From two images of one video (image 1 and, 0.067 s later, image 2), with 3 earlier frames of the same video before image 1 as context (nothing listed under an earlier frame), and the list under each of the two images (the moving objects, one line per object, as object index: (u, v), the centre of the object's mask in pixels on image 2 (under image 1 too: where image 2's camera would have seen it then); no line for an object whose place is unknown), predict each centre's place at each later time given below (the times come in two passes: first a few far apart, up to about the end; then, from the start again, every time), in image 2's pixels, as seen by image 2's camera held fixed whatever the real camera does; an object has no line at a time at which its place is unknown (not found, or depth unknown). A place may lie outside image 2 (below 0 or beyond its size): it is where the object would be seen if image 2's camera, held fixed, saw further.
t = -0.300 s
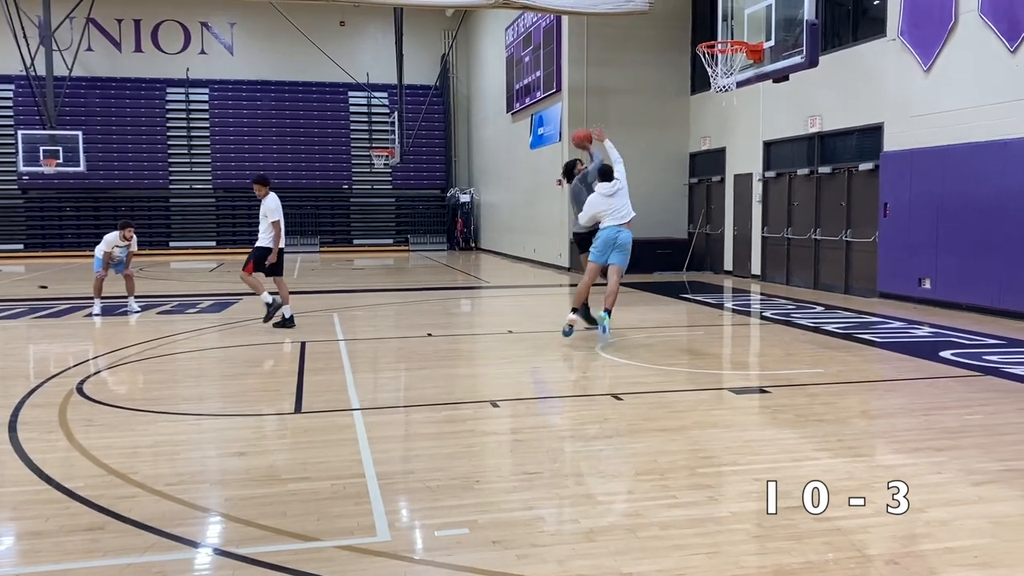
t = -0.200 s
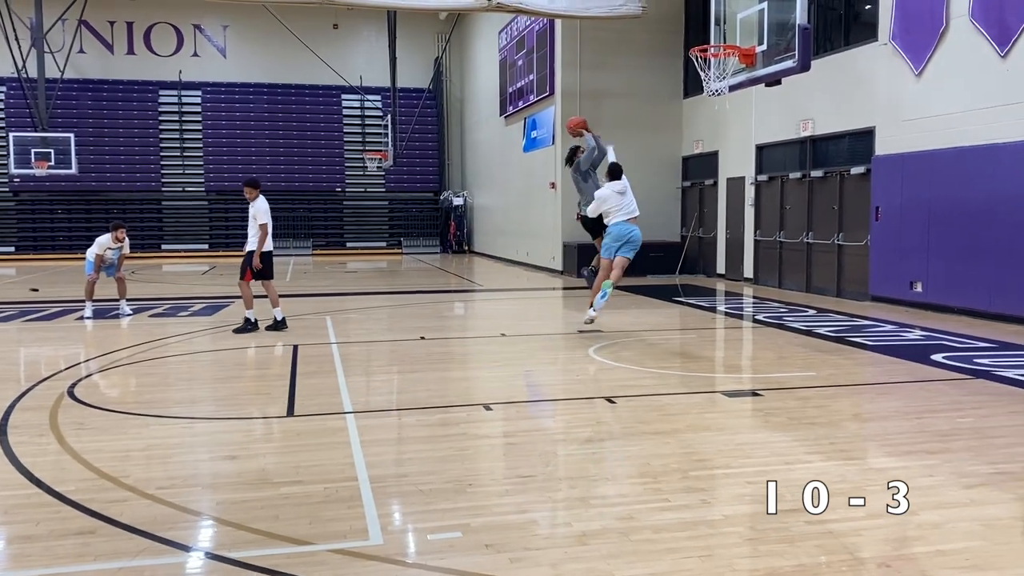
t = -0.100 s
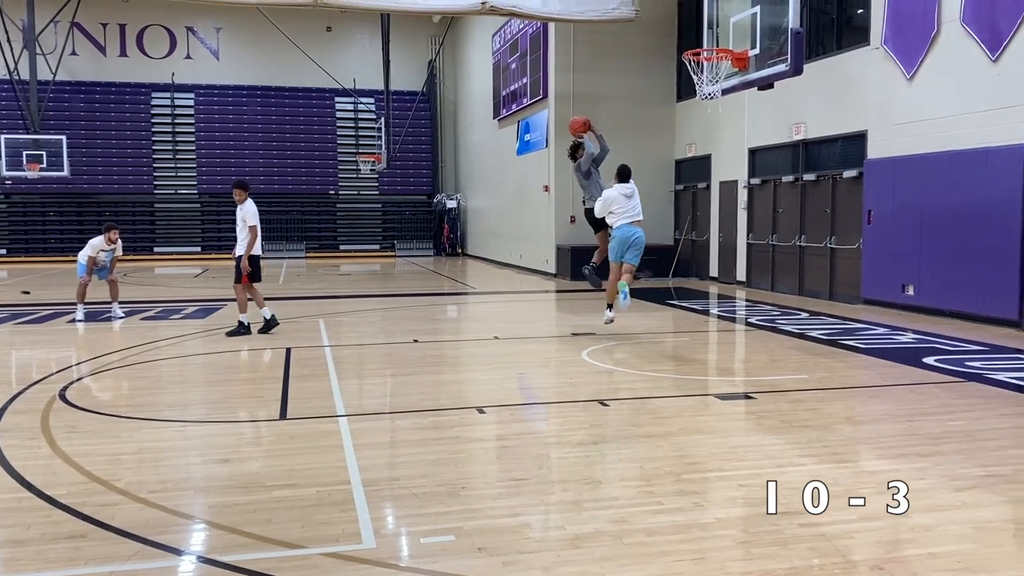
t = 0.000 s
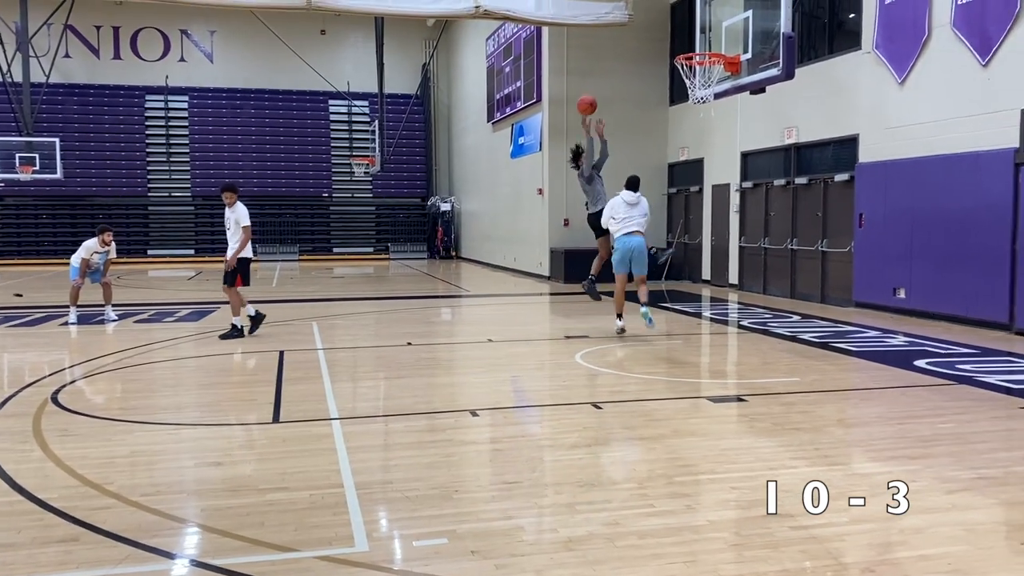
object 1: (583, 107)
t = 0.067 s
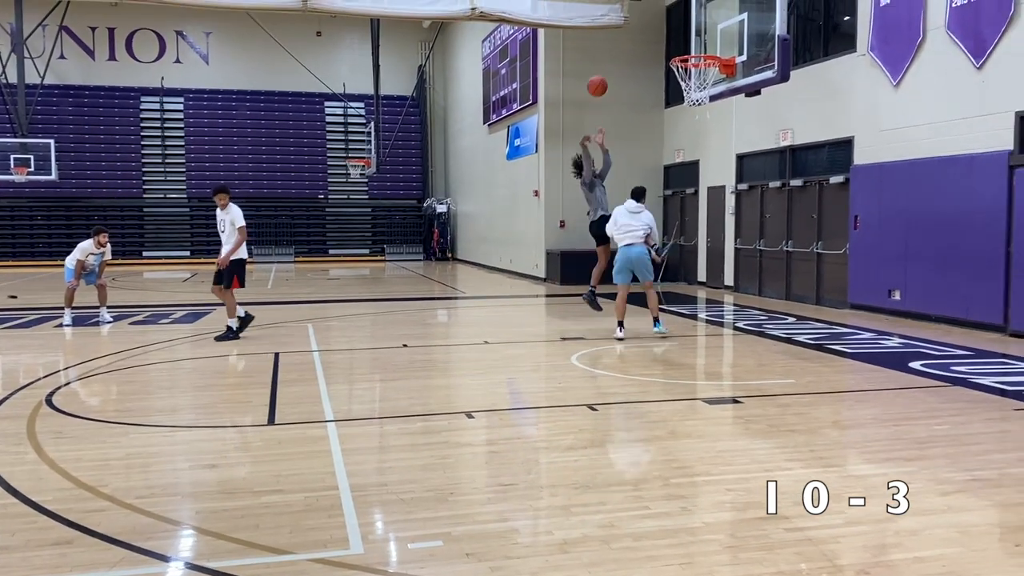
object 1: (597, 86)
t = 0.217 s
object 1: (631, 50)
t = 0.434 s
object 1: (683, 31)
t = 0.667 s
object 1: (707, 48)
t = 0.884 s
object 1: (684, 71)
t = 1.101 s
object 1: (705, 85)
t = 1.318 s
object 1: (709, 107)
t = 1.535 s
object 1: (704, 173)
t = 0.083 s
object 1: (601, 81)
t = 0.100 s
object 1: (604, 76)
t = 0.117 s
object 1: (608, 72)
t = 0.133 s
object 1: (612, 68)
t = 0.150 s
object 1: (616, 64)
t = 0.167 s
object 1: (619, 60)
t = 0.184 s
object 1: (623, 56)
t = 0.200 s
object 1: (627, 53)
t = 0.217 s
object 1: (631, 50)
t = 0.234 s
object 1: (635, 47)
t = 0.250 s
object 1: (639, 44)
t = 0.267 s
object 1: (643, 42)
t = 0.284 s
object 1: (647, 39)
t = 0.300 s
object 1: (651, 38)
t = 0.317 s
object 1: (654, 35)
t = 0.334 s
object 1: (659, 34)
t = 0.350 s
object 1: (663, 33)
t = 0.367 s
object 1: (667, 32)
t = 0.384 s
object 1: (671, 32)
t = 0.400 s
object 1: (676, 31)
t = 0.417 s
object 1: (680, 31)
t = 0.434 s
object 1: (683, 31)
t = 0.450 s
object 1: (688, 31)
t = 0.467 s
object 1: (692, 32)
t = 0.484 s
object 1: (697, 33)
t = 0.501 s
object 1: (701, 34)
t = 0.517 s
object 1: (706, 35)
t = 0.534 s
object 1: (710, 37)
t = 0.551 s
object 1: (713, 39)
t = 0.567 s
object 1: (712, 40)
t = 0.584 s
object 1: (712, 42)
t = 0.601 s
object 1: (711, 44)
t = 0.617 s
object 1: (710, 45)
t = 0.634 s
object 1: (710, 46)
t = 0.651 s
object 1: (709, 47)
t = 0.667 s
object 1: (707, 48)
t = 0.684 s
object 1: (703, 48)
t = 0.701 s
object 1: (702, 48)
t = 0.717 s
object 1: (698, 50)
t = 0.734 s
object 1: (693, 50)
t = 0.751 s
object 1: (688, 51)
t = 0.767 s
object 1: (685, 52)
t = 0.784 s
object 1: (684, 62)
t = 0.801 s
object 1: (681, 65)
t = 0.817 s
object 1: (680, 67)
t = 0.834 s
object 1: (681, 67)
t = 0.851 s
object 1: (682, 69)
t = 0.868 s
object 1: (683, 70)
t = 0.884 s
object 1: (684, 71)
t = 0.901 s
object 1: (686, 73)
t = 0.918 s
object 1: (687, 75)
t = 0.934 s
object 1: (689, 77)
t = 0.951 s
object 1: (691, 77)
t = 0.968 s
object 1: (691, 76)
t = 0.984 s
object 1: (697, 79)
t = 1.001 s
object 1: (700, 84)
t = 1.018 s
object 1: (699, 83)
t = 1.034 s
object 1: (700, 83)
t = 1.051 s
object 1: (702, 84)
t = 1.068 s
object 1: (703, 84)
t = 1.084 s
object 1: (704, 85)
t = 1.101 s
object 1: (705, 85)
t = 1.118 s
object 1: (707, 86)
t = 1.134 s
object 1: (708, 87)
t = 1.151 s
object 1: (708, 87)
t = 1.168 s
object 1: (708, 88)
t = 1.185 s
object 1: (709, 88)
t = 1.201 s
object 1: (709, 89)
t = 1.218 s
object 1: (710, 94)
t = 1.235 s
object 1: (710, 95)
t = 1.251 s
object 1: (709, 99)
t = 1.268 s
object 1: (709, 100)
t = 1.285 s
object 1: (709, 102)
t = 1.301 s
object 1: (709, 104)
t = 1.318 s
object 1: (709, 107)
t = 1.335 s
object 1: (708, 110)
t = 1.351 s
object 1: (708, 113)
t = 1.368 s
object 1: (708, 118)
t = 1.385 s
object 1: (707, 122)
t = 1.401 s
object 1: (707, 127)
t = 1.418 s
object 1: (706, 131)
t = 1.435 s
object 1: (706, 137)
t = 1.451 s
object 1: (706, 142)
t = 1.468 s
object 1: (705, 148)
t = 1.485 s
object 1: (705, 154)
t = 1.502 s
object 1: (705, 160)
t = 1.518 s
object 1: (705, 167)
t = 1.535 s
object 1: (704, 173)
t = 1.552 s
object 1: (704, 180)
